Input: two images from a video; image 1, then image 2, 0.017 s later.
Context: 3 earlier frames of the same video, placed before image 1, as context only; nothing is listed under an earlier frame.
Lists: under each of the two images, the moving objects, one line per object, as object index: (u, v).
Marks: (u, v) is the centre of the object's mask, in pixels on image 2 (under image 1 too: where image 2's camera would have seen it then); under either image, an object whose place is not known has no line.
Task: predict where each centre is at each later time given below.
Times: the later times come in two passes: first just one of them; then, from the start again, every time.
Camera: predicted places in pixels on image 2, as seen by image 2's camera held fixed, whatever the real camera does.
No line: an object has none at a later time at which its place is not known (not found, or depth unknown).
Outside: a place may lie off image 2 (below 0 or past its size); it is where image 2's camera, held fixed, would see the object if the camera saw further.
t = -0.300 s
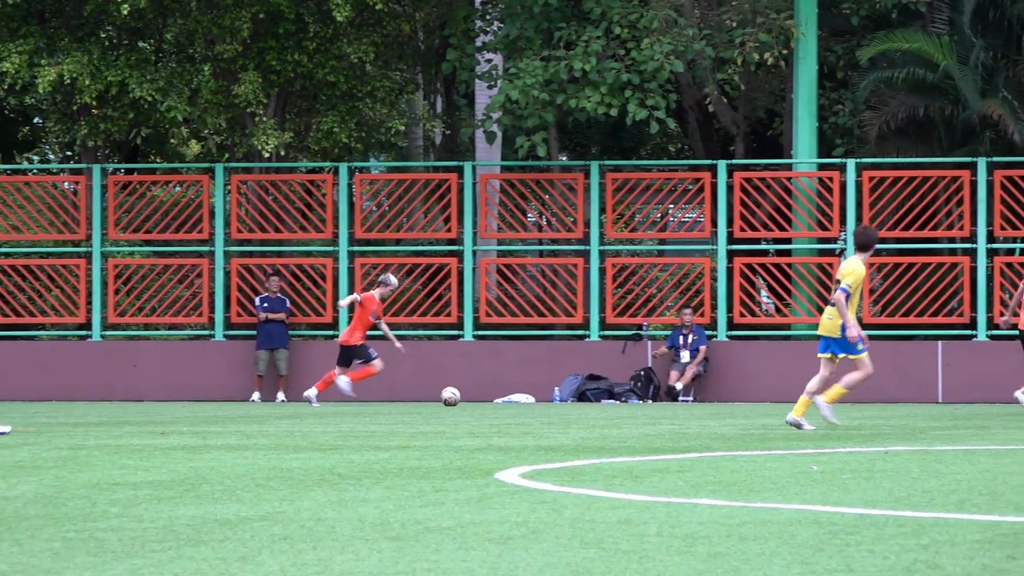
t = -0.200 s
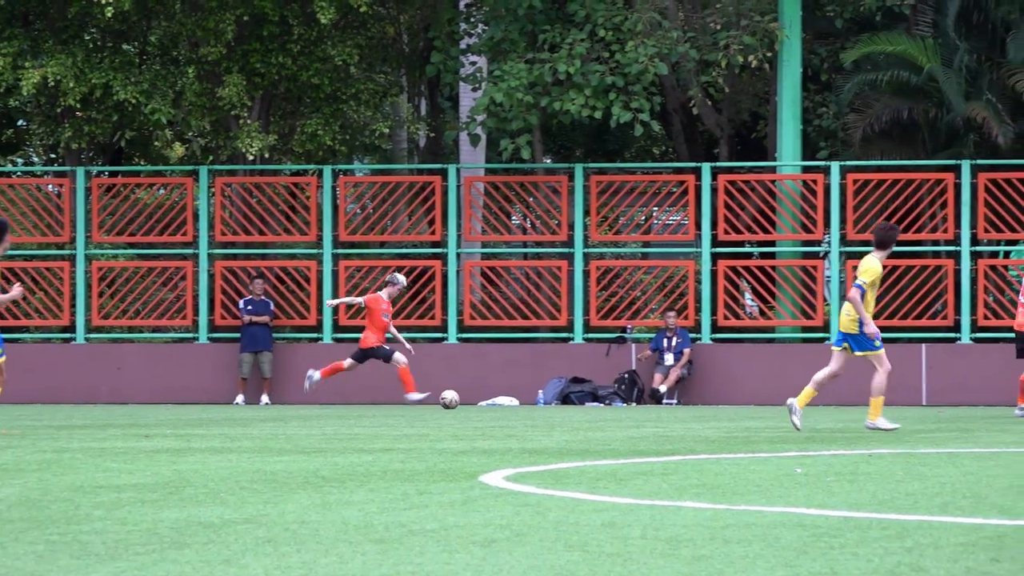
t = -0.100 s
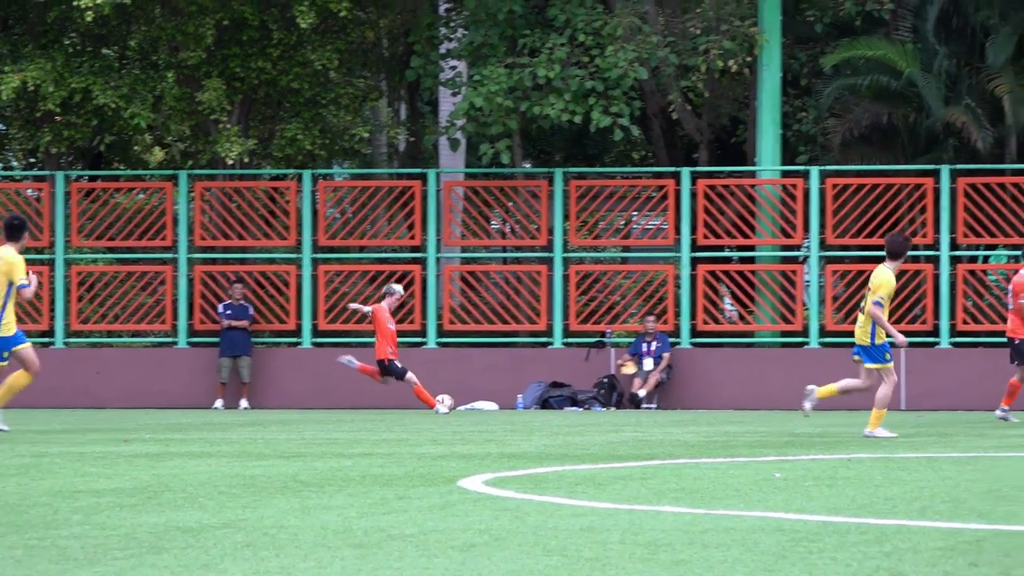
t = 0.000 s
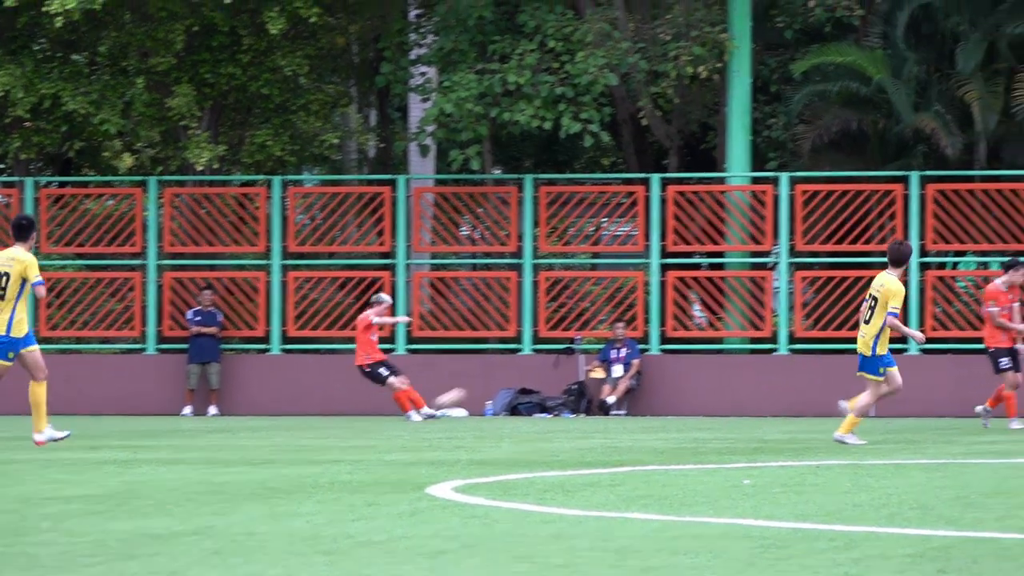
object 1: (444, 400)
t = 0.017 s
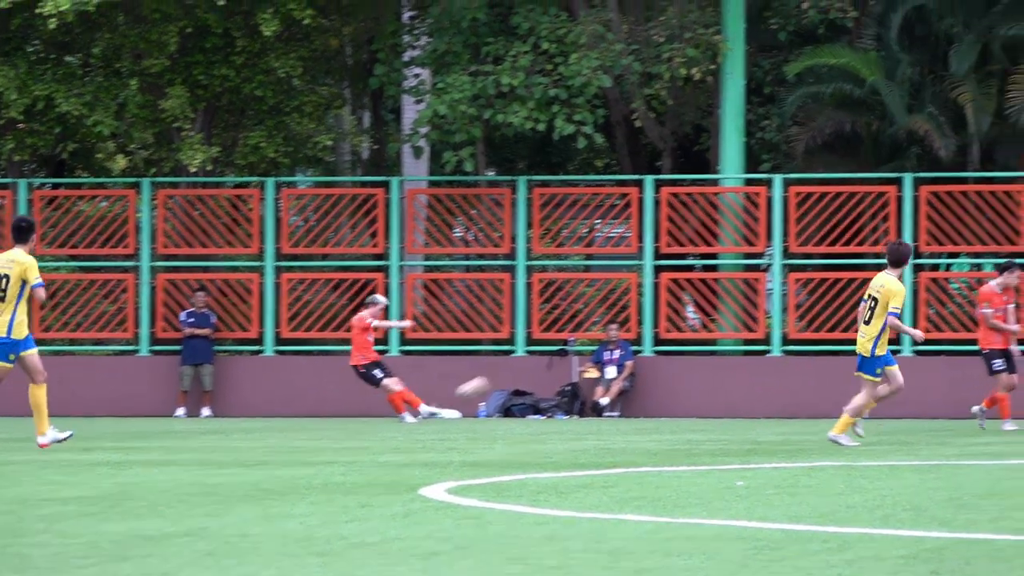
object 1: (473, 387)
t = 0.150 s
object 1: (704, 290)
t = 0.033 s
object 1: (501, 375)
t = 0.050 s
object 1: (530, 363)
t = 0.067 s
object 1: (560, 351)
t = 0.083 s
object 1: (588, 338)
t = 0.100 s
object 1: (616, 328)
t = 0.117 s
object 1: (645, 315)
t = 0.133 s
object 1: (677, 303)
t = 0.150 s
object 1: (704, 290)
